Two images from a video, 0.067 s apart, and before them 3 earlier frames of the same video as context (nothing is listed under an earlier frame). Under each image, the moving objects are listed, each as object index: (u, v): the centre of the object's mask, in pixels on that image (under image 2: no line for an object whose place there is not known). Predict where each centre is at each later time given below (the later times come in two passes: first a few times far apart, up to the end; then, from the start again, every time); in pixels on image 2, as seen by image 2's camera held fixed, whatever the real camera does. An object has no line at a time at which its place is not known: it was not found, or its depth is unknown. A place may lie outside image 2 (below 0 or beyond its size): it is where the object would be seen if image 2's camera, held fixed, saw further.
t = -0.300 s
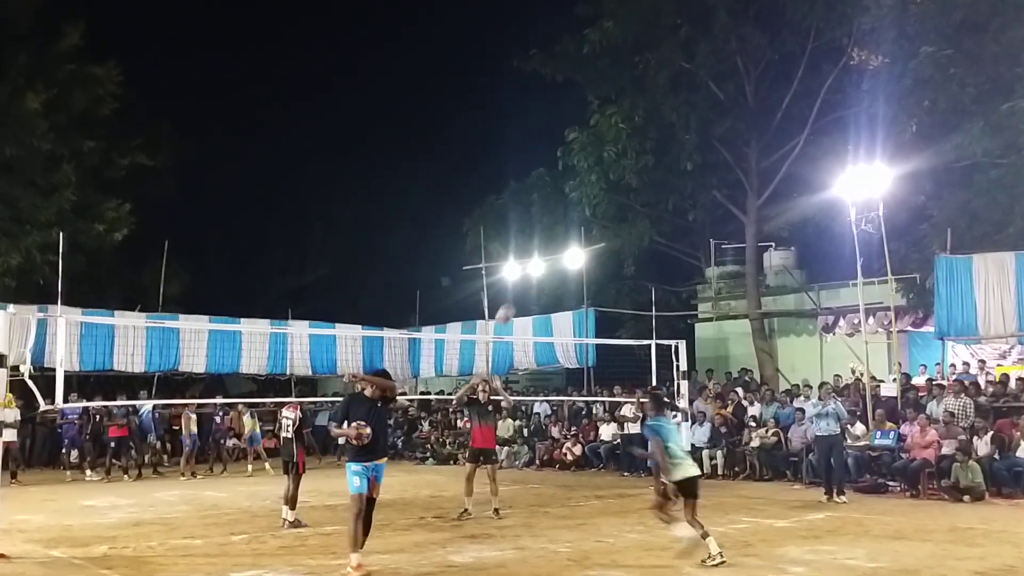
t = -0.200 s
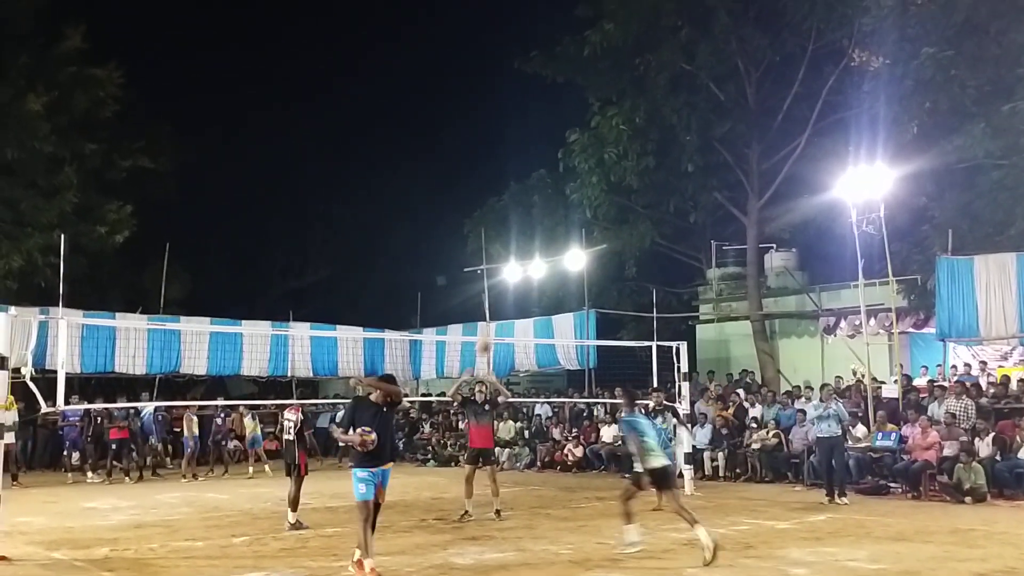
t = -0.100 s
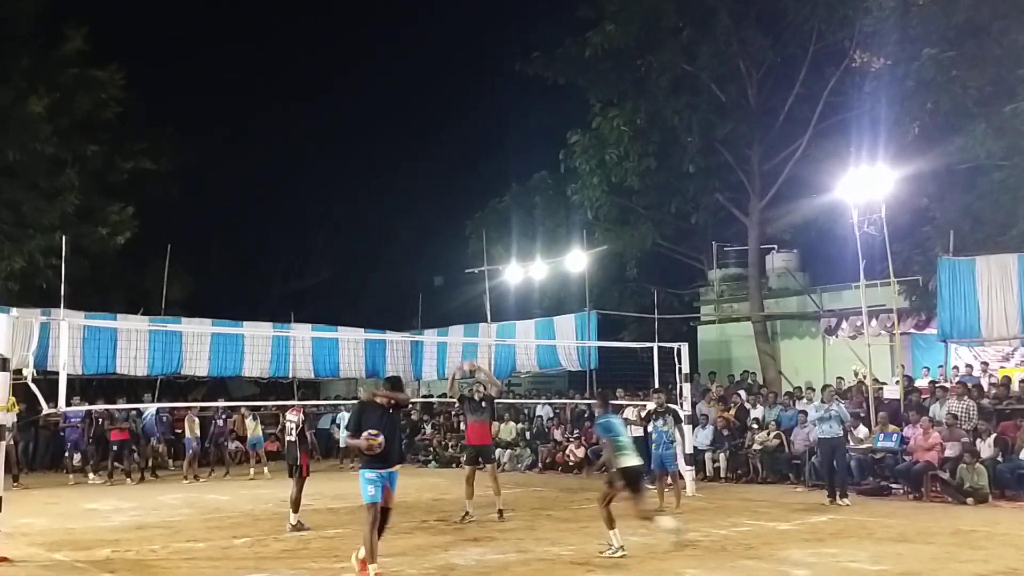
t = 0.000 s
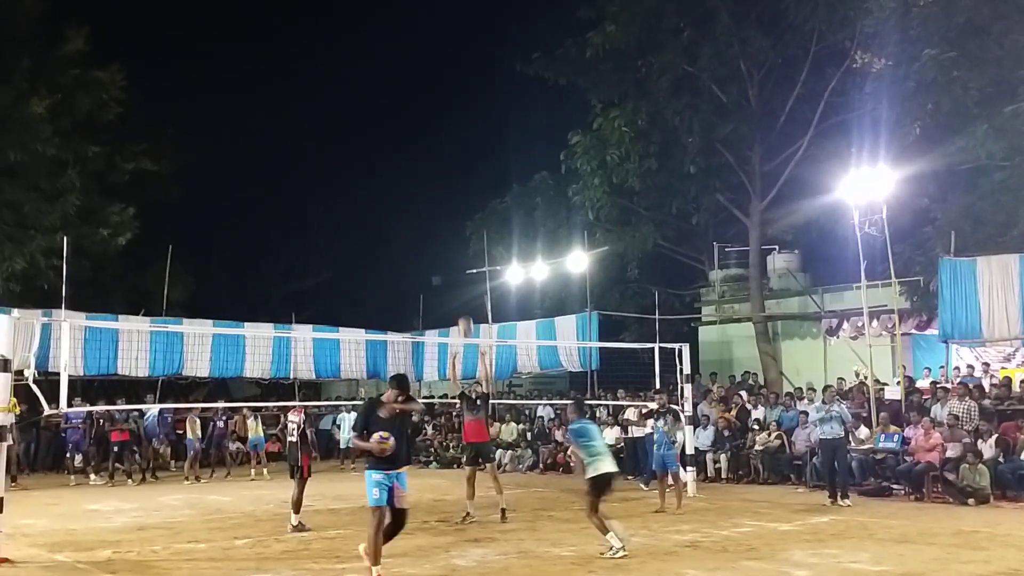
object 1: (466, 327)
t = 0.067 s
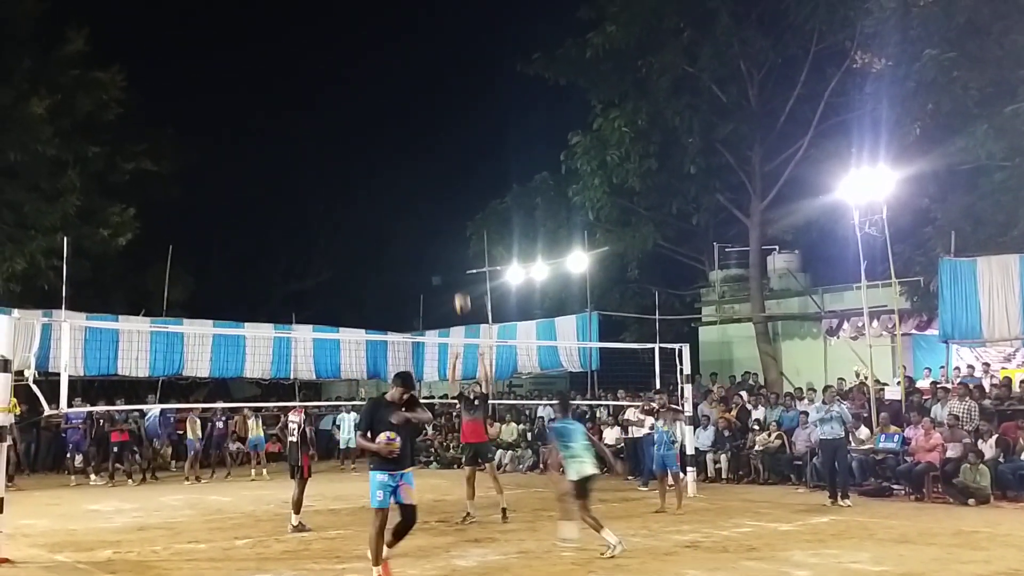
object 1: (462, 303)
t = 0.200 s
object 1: (455, 263)
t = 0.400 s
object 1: (445, 227)
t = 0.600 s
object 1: (435, 220)
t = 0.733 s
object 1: (429, 231)
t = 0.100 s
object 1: (460, 292)
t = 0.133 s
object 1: (458, 281)
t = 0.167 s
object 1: (457, 271)
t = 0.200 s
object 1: (455, 263)
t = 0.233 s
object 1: (454, 255)
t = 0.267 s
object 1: (452, 247)
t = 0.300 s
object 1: (450, 241)
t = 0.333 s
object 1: (449, 236)
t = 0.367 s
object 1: (447, 231)
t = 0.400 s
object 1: (445, 227)
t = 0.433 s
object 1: (443, 224)
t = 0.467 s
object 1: (442, 221)
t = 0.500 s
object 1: (440, 220)
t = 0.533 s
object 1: (439, 219)
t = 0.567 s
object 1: (437, 219)
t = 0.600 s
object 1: (435, 220)
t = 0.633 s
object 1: (434, 221)
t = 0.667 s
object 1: (432, 224)
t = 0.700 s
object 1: (431, 227)
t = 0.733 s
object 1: (429, 231)
